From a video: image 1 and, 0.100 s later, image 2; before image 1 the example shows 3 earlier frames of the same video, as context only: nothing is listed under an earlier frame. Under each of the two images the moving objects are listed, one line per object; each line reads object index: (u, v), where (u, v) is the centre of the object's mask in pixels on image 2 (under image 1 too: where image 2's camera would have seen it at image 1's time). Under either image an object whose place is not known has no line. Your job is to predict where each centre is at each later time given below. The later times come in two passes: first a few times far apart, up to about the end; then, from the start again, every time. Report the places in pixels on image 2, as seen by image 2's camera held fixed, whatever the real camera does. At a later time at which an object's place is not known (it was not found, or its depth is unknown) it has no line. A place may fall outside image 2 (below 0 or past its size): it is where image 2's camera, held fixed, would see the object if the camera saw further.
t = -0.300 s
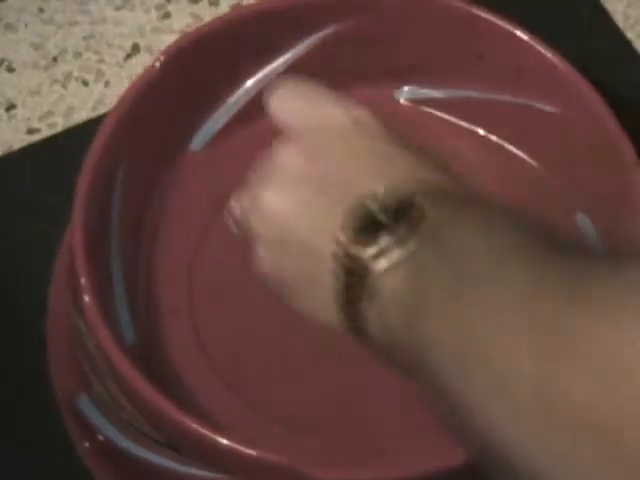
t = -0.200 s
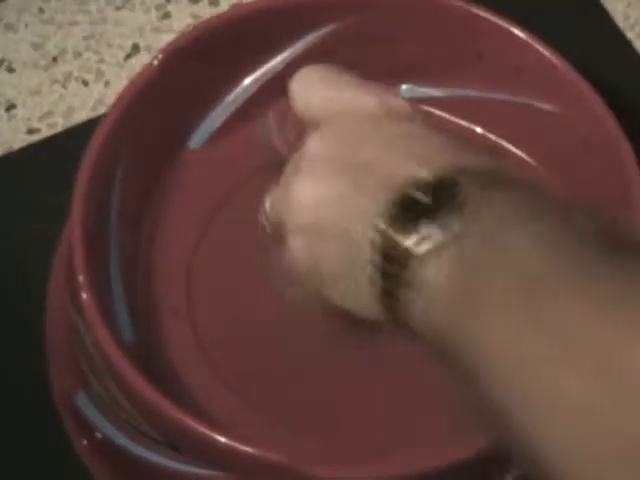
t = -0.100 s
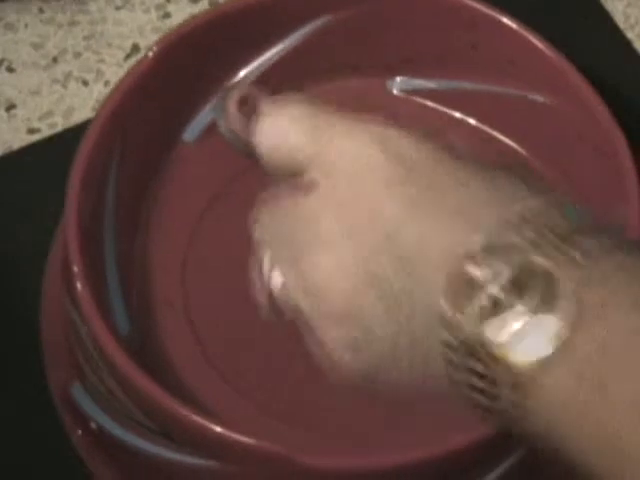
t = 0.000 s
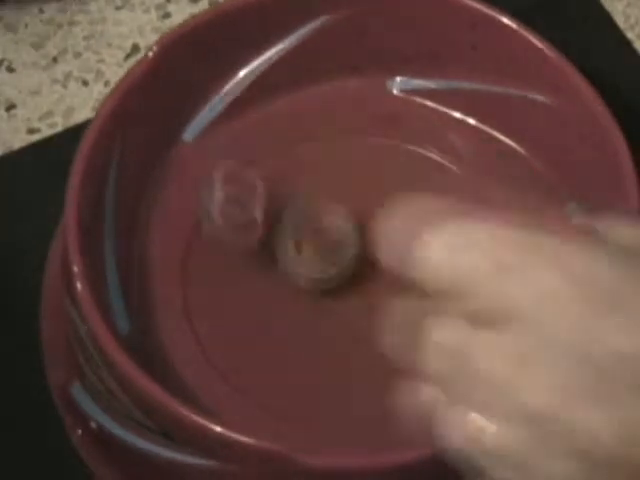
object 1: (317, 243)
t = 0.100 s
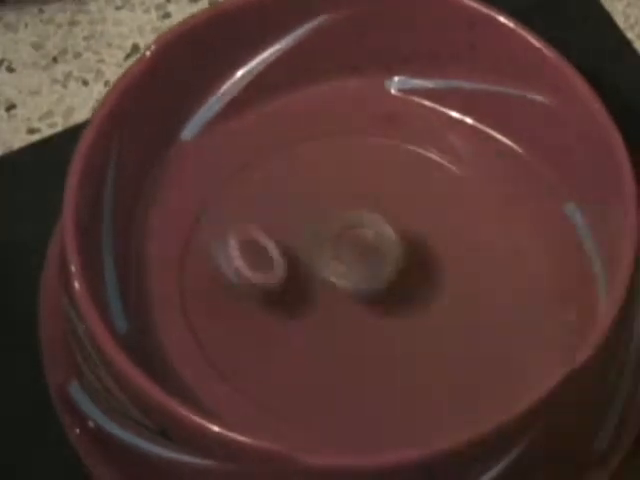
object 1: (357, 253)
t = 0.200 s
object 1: (414, 292)
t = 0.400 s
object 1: (506, 259)
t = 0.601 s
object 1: (462, 179)
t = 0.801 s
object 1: (329, 224)
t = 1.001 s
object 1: (345, 377)
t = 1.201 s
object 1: (502, 377)
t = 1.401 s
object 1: (532, 320)
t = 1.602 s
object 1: (528, 298)
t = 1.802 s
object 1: (489, 299)
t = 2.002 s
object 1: (356, 224)
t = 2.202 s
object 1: (467, 112)
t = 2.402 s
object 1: (422, 206)
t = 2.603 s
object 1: (280, 277)
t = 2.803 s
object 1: (327, 391)
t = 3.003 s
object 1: (483, 340)
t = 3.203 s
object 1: (429, 203)
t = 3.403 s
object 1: (241, 217)
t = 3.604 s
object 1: (232, 369)
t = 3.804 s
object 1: (441, 378)
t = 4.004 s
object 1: (450, 209)
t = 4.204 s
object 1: (266, 155)
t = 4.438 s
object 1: (218, 353)
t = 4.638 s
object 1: (418, 385)
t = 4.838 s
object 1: (487, 210)
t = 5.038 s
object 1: (298, 139)
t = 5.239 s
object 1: (199, 330)
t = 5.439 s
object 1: (395, 397)
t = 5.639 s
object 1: (504, 238)
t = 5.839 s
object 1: (293, 139)
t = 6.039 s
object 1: (186, 298)
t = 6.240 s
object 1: (351, 401)
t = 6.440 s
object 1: (509, 279)
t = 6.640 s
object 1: (355, 130)
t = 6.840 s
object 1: (195, 225)
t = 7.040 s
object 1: (256, 381)
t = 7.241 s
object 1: (473, 362)
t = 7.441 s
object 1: (447, 159)
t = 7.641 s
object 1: (245, 159)
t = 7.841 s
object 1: (191, 318)
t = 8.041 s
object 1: (377, 407)
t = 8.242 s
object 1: (511, 264)
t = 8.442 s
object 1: (337, 130)
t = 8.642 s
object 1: (189, 248)
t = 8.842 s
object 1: (276, 389)
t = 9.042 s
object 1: (465, 368)
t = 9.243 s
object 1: (471, 180)
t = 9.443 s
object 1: (297, 141)
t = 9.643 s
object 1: (193, 257)
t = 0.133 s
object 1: (373, 272)
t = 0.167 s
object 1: (391, 294)
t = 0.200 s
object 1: (414, 292)
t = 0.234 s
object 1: (432, 294)
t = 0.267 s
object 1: (452, 299)
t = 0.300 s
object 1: (469, 289)
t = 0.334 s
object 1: (482, 282)
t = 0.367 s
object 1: (496, 275)
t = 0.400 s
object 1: (506, 259)
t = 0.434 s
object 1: (512, 246)
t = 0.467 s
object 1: (506, 227)
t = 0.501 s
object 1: (500, 214)
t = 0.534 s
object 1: (491, 201)
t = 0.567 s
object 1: (477, 189)
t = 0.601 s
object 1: (462, 179)
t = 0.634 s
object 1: (444, 173)
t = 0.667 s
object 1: (424, 171)
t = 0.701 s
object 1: (399, 176)
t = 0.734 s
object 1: (371, 185)
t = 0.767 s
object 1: (346, 201)
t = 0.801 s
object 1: (329, 224)
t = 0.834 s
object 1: (315, 245)
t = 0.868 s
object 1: (307, 274)
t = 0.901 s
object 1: (304, 303)
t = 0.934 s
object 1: (311, 331)
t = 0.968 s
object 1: (325, 356)
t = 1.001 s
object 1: (345, 377)
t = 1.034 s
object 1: (376, 395)
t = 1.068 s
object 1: (404, 401)
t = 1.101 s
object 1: (438, 394)
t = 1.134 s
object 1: (464, 389)
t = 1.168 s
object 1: (486, 383)
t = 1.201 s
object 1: (502, 377)
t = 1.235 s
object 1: (511, 369)
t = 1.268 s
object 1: (521, 359)
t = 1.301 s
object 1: (526, 350)
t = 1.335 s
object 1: (531, 340)
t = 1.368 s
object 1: (531, 330)
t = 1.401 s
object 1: (532, 320)
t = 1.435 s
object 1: (532, 313)
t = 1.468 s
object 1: (532, 309)
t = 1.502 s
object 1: (534, 306)
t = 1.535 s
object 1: (532, 301)
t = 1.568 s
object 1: (530, 298)
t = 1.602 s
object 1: (528, 298)
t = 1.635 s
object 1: (525, 302)
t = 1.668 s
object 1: (521, 308)
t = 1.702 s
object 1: (516, 311)
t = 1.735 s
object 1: (511, 314)
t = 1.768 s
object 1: (501, 309)
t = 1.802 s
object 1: (489, 299)
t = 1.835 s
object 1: (473, 285)
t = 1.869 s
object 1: (459, 268)
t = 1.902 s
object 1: (441, 252)
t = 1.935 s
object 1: (418, 238)
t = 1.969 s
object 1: (391, 229)
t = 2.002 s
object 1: (356, 224)
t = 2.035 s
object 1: (336, 223)
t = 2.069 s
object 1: (373, 187)
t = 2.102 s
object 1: (427, 140)
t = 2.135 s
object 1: (446, 118)
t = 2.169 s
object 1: (462, 109)
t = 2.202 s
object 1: (467, 112)
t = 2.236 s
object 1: (474, 127)
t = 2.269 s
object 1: (485, 157)
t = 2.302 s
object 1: (475, 163)
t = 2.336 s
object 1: (465, 172)
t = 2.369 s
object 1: (442, 188)
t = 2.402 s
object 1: (422, 206)
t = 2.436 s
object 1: (392, 211)
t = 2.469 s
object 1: (363, 224)
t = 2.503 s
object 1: (332, 233)
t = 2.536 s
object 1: (308, 246)
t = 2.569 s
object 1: (292, 260)
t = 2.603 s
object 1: (280, 277)
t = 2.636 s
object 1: (273, 297)
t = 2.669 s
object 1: (270, 318)
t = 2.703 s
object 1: (271, 337)
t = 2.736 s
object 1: (286, 359)
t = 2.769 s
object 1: (303, 376)
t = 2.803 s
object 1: (327, 391)
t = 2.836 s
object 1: (358, 401)
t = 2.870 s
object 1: (387, 403)
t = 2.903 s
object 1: (419, 395)
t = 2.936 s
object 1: (439, 384)
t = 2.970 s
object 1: (467, 362)
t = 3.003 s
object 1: (483, 340)
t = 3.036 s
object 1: (494, 316)
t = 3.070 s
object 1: (495, 289)
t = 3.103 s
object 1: (490, 264)
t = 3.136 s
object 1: (476, 241)
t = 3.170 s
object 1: (455, 220)
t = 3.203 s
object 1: (429, 203)
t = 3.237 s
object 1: (399, 186)
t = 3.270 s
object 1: (369, 183)
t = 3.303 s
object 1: (334, 185)
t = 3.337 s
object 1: (299, 188)
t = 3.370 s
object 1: (268, 198)
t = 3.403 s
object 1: (241, 217)
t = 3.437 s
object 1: (220, 238)
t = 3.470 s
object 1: (200, 262)
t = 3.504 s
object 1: (190, 289)
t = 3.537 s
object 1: (188, 319)
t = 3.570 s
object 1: (198, 340)
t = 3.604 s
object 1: (232, 369)
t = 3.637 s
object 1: (262, 388)
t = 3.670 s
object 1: (293, 397)
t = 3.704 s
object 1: (345, 408)
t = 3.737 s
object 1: (383, 406)
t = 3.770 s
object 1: (414, 395)
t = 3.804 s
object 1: (441, 378)
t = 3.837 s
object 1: (462, 355)
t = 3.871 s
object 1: (475, 328)
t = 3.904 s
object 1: (482, 298)
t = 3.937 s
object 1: (478, 267)
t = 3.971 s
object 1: (470, 238)
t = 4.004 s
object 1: (450, 209)
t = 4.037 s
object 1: (427, 190)
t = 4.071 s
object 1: (401, 172)
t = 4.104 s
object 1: (371, 160)
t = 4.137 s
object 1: (334, 151)
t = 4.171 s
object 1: (302, 149)
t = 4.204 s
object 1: (266, 155)
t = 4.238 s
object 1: (240, 164)
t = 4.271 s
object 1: (216, 186)
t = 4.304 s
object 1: (198, 216)
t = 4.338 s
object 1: (184, 248)
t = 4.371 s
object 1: (182, 281)
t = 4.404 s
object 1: (191, 316)
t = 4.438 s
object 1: (218, 353)
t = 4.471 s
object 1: (248, 379)
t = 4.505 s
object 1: (269, 391)
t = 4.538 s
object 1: (300, 402)
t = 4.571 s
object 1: (352, 406)
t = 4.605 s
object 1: (389, 398)
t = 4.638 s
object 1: (418, 385)
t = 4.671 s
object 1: (447, 362)
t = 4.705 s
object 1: (472, 336)
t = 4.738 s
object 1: (488, 307)
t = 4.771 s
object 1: (494, 276)
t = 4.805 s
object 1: (495, 242)
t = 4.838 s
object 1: (487, 210)
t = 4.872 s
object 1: (472, 182)
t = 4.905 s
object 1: (454, 162)
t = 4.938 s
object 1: (416, 144)
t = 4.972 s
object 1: (376, 134)
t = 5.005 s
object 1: (337, 130)
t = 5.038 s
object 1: (298, 139)
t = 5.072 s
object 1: (254, 157)
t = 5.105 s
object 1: (219, 185)
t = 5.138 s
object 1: (195, 217)
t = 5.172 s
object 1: (186, 260)
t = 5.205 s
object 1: (184, 293)
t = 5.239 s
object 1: (199, 330)
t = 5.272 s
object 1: (222, 359)
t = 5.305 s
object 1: (249, 380)
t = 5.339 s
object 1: (282, 395)
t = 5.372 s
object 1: (318, 402)
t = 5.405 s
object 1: (354, 403)
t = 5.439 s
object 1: (395, 397)
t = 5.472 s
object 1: (429, 384)
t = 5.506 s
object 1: (462, 364)
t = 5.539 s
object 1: (487, 339)
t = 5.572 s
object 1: (503, 312)
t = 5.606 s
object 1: (508, 279)
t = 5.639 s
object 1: (504, 238)
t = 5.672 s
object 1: (489, 202)
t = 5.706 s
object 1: (463, 171)
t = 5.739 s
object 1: (422, 147)
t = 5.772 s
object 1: (377, 135)
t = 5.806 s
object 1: (338, 130)
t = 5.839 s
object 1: (293, 139)
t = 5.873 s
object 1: (251, 155)
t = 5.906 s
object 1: (225, 181)
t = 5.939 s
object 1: (201, 210)
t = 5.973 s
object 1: (188, 240)
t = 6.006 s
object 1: (185, 270)
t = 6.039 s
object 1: (186, 298)
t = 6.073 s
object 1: (204, 328)
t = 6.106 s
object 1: (221, 350)
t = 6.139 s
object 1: (251, 373)
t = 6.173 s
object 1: (276, 385)
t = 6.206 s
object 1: (321, 400)
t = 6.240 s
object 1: (351, 401)
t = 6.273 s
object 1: (386, 399)
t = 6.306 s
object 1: (425, 390)
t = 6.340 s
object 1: (459, 374)
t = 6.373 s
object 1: (483, 350)
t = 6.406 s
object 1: (501, 316)
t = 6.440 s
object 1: (509, 279)
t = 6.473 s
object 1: (505, 241)
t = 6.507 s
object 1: (490, 204)
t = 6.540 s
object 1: (465, 174)
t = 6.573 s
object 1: (424, 150)
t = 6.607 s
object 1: (393, 138)
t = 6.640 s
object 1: (355, 130)
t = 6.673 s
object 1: (315, 134)
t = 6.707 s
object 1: (280, 143)
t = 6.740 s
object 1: (253, 158)
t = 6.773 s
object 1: (230, 178)
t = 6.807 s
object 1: (208, 200)
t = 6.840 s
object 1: (195, 225)
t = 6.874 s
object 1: (191, 252)
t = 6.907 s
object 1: (192, 282)
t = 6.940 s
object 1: (201, 311)
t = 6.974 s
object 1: (213, 340)
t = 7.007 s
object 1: (232, 363)
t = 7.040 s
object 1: (256, 381)
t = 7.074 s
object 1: (284, 398)
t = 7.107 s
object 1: (322, 408)
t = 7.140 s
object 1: (358, 410)
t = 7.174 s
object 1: (398, 404)
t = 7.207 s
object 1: (439, 385)
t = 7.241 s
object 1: (473, 362)
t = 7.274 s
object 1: (497, 322)
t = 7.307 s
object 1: (508, 287)
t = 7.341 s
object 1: (505, 245)
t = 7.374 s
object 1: (495, 212)
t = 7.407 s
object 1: (468, 177)
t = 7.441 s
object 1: (447, 159)
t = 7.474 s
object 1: (410, 141)
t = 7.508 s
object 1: (379, 134)
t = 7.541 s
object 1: (344, 130)
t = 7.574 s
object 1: (314, 133)
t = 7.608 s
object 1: (278, 144)
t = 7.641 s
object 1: (245, 159)
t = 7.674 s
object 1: (225, 181)
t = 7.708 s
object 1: (206, 206)
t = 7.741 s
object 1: (191, 231)
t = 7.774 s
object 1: (184, 259)
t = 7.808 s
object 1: (187, 289)
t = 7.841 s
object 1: (191, 318)
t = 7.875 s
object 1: (215, 350)
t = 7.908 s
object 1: (232, 368)
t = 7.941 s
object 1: (268, 391)
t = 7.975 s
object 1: (290, 398)
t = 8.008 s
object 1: (337, 409)
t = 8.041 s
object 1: (377, 407)
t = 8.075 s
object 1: (409, 397)
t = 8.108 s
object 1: (443, 385)
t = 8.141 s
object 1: (471, 365)
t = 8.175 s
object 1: (492, 335)
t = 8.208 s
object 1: (505, 300)
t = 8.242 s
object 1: (511, 264)
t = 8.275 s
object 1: (502, 228)
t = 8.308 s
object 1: (478, 188)
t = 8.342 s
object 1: (455, 166)
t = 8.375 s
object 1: (423, 147)
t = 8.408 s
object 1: (375, 133)
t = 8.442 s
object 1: (337, 130)
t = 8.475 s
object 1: (303, 135)
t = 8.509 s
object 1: (266, 148)
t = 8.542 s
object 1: (237, 167)
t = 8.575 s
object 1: (212, 190)
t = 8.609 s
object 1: (196, 219)
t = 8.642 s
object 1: (189, 248)
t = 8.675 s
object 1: (183, 278)
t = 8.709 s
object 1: (190, 306)
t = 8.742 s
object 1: (206, 334)
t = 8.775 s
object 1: (221, 354)
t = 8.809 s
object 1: (241, 370)
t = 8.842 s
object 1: (276, 389)
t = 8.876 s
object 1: (309, 399)
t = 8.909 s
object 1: (345, 405)
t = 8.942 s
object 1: (374, 403)
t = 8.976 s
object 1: (408, 396)
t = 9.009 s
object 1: (440, 386)
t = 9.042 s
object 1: (465, 368)
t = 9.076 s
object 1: (486, 340)
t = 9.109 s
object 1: (501, 311)
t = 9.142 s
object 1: (508, 272)
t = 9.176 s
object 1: (505, 238)
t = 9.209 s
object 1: (493, 209)
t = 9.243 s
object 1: (471, 180)
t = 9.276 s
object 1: (449, 161)
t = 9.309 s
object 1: (420, 146)
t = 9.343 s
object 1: (391, 136)
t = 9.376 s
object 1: (354, 132)
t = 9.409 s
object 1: (326, 134)
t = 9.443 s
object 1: (297, 141)
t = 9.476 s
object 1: (265, 151)
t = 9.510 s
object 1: (244, 167)
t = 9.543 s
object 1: (222, 185)
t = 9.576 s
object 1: (209, 207)
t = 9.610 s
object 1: (199, 232)
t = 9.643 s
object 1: (193, 257)
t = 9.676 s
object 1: (195, 285)
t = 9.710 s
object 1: (199, 309)
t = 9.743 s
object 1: (212, 334)
